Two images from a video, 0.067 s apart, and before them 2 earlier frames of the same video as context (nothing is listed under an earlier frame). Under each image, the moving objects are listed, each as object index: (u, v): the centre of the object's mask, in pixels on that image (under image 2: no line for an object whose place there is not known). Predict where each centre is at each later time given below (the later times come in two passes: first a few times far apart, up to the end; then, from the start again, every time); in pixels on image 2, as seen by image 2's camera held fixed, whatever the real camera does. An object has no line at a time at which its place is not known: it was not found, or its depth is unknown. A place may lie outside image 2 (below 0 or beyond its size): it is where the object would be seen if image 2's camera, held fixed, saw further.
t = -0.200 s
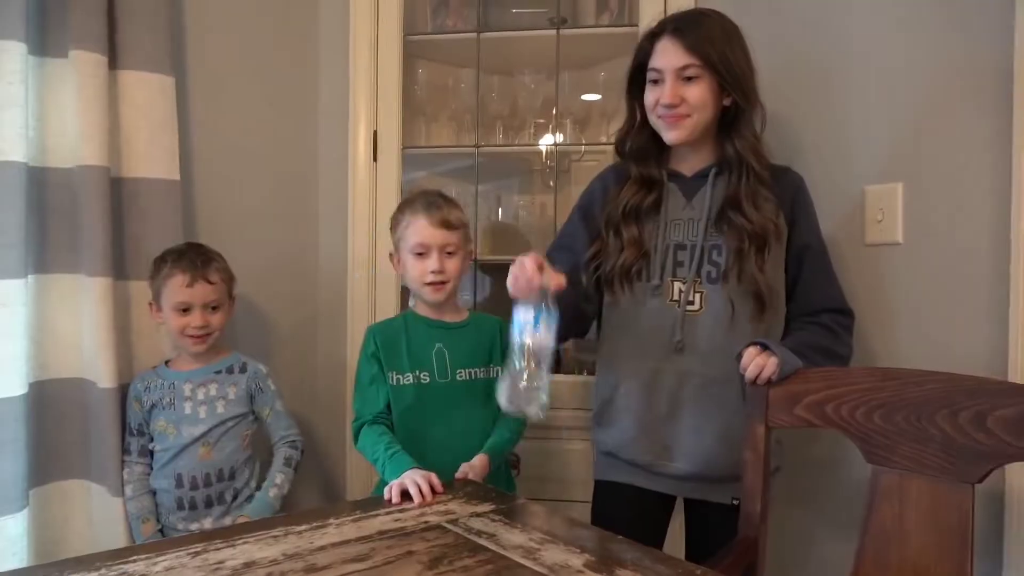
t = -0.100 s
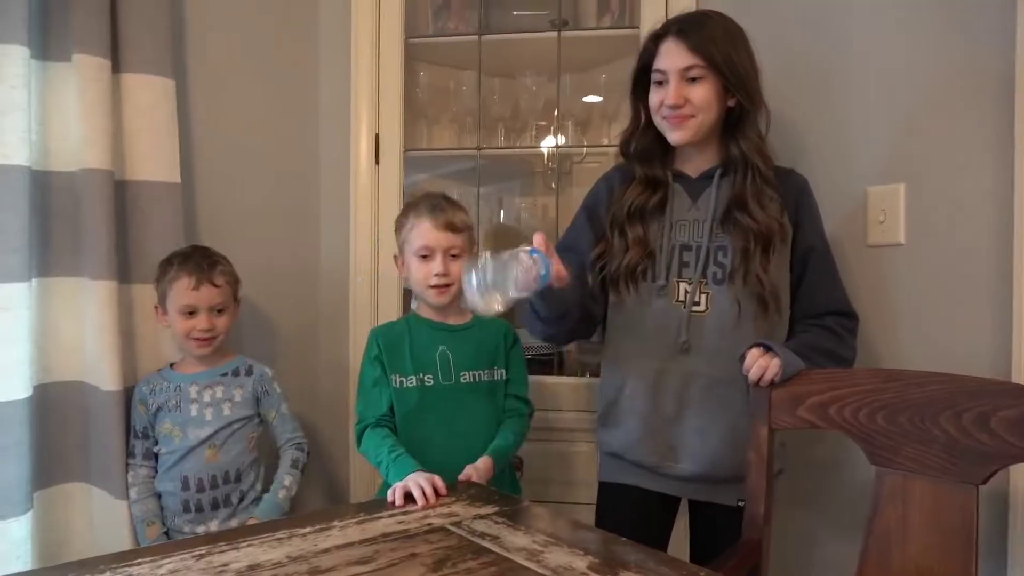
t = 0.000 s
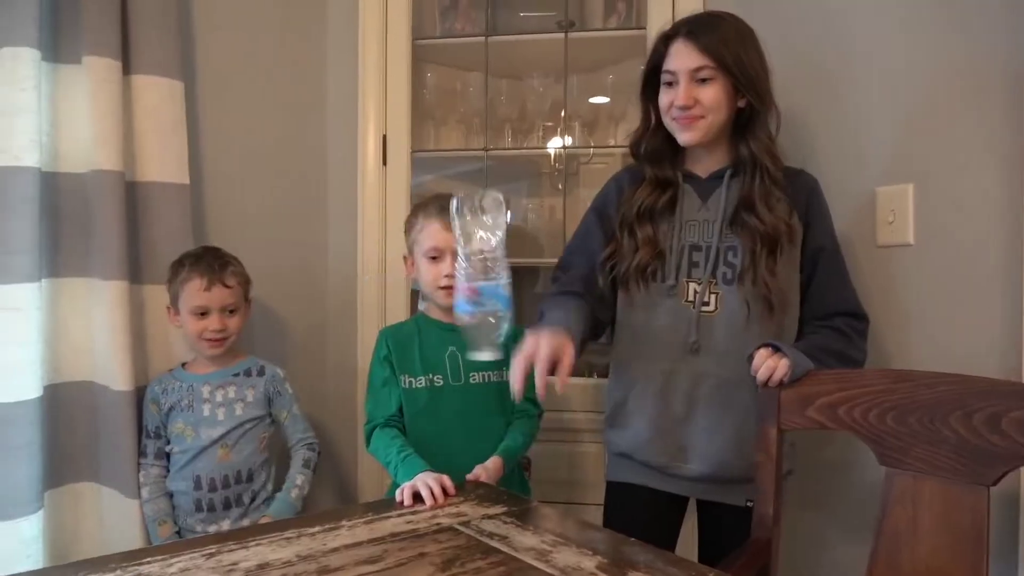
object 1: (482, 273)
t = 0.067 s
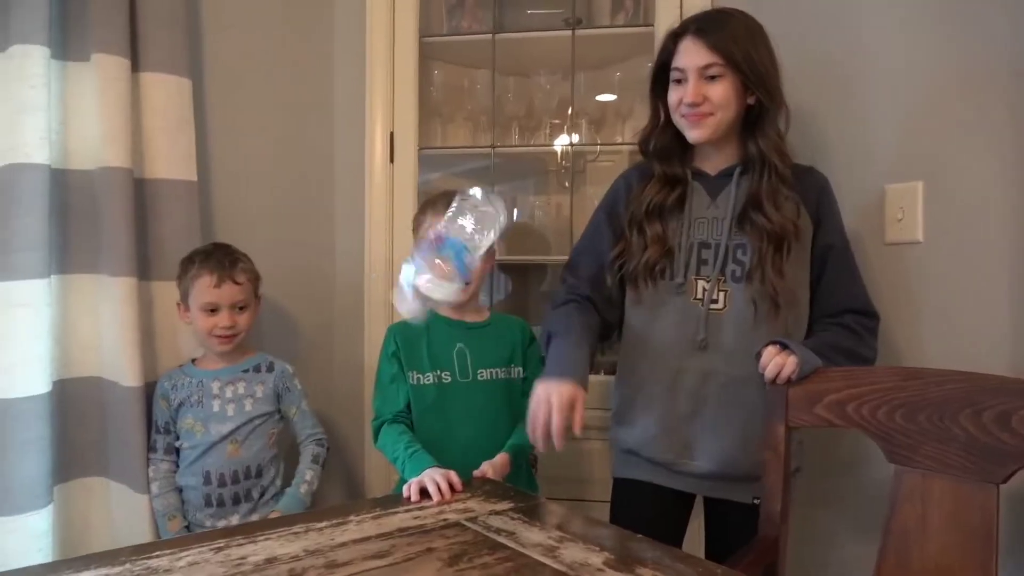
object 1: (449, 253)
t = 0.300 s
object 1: (396, 506)
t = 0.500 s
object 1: (325, 565)
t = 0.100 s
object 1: (437, 251)
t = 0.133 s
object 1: (429, 261)
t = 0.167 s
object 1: (423, 286)
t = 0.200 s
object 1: (419, 331)
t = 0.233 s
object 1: (413, 389)
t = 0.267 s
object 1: (407, 468)
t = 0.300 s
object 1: (396, 506)
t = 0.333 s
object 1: (384, 509)
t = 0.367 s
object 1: (375, 511)
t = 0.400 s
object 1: (365, 516)
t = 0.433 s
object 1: (354, 525)
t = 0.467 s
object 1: (341, 540)
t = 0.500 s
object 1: (325, 565)
